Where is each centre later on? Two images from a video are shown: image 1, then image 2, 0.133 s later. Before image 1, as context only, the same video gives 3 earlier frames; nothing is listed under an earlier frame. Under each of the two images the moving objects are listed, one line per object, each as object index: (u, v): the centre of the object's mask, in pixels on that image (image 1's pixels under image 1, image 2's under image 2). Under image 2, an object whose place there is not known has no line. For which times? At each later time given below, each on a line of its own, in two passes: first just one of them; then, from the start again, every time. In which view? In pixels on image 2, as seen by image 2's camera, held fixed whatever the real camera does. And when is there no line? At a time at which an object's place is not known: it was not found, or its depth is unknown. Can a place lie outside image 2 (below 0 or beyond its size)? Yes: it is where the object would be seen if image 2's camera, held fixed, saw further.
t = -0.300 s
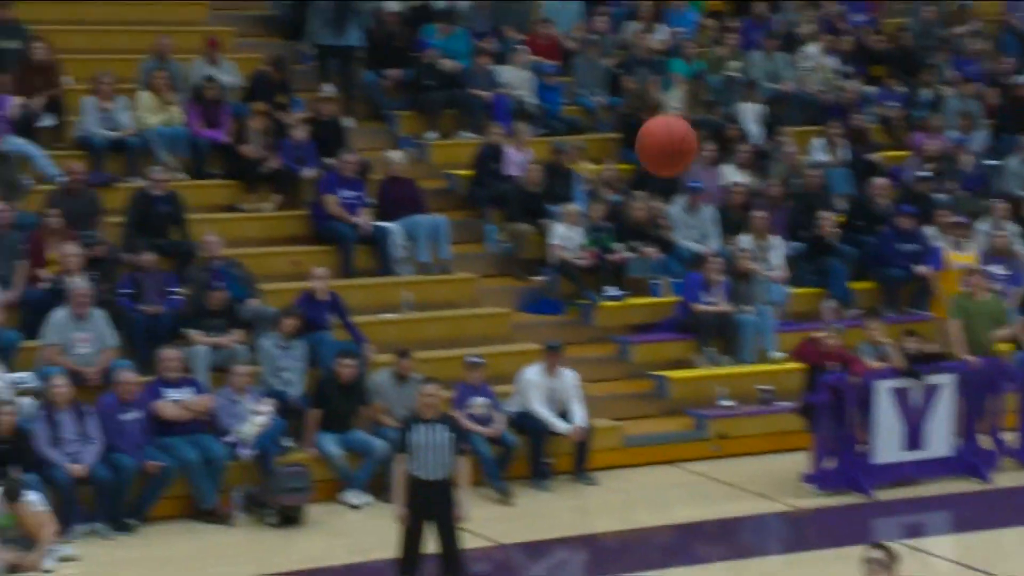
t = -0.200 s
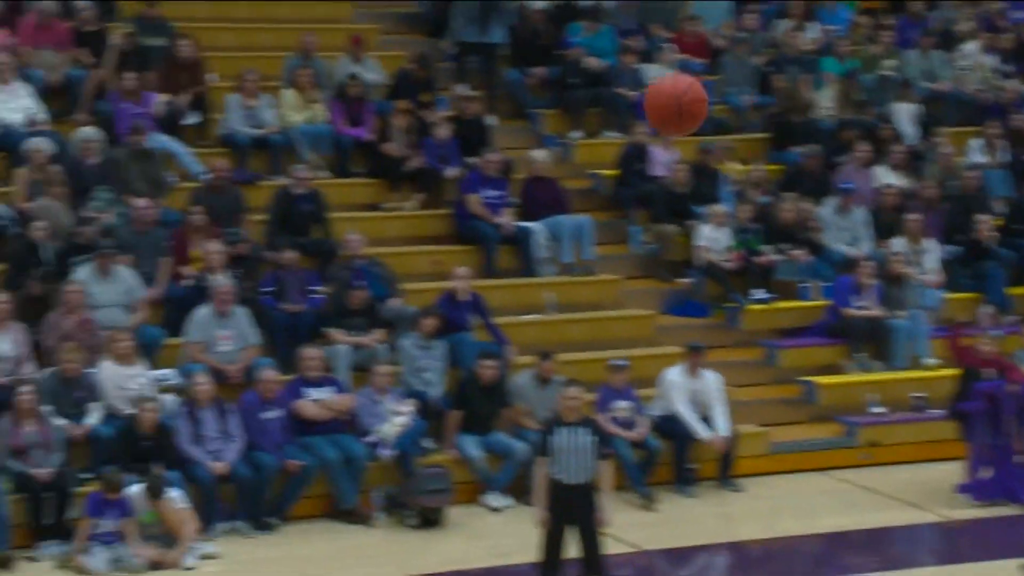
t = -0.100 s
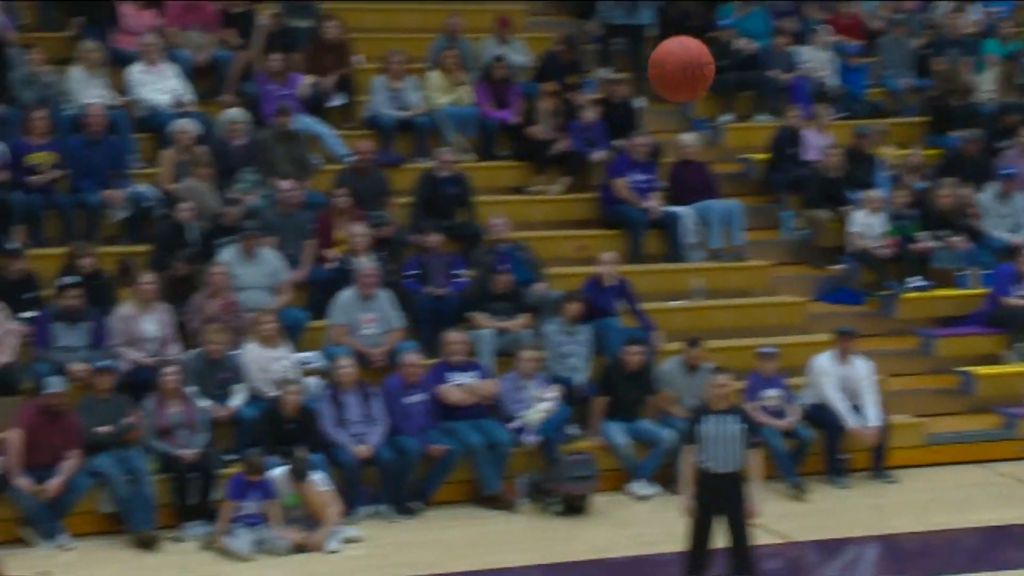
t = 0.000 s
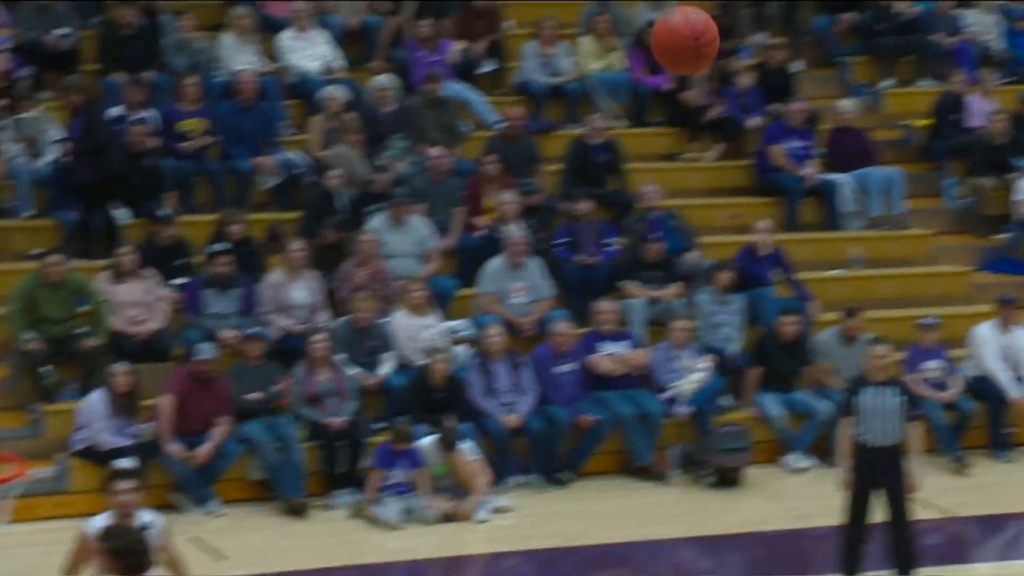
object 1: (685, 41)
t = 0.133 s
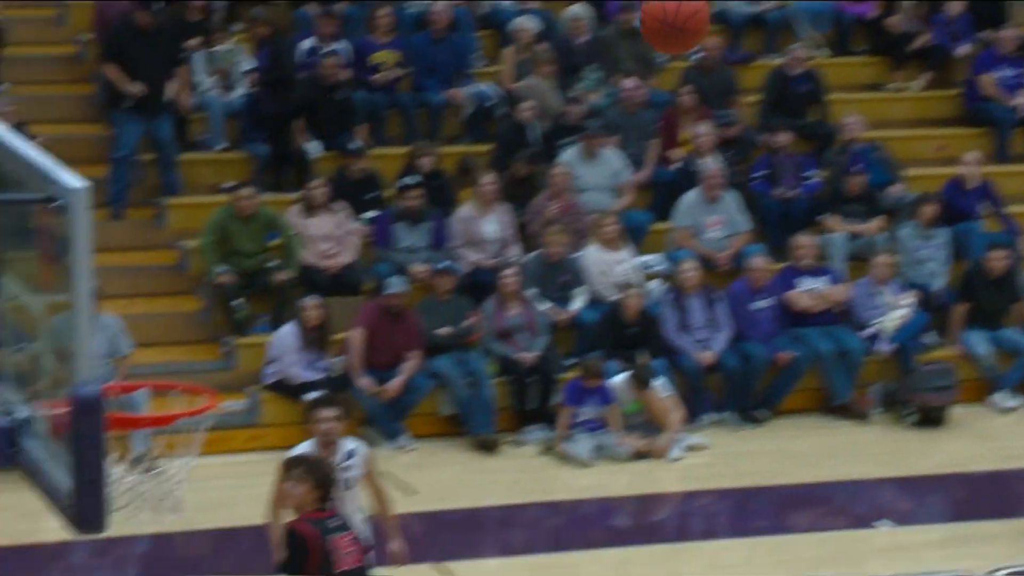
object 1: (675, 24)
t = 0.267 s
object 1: (462, 121)
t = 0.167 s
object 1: (621, 47)
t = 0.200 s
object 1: (568, 70)
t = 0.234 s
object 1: (516, 95)
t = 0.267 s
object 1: (462, 121)
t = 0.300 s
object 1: (410, 151)
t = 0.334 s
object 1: (357, 187)
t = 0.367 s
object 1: (302, 225)
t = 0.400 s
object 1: (246, 267)
